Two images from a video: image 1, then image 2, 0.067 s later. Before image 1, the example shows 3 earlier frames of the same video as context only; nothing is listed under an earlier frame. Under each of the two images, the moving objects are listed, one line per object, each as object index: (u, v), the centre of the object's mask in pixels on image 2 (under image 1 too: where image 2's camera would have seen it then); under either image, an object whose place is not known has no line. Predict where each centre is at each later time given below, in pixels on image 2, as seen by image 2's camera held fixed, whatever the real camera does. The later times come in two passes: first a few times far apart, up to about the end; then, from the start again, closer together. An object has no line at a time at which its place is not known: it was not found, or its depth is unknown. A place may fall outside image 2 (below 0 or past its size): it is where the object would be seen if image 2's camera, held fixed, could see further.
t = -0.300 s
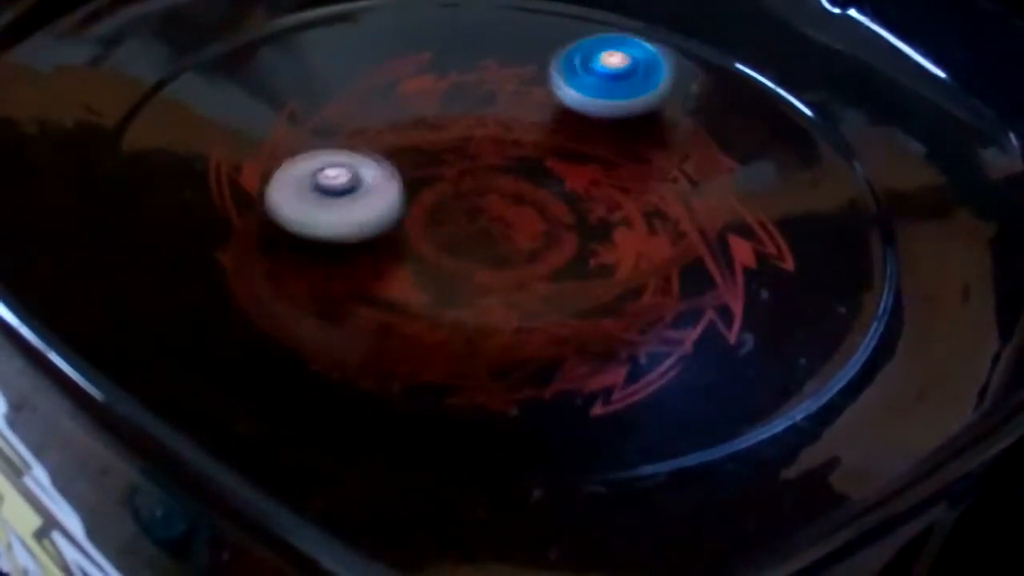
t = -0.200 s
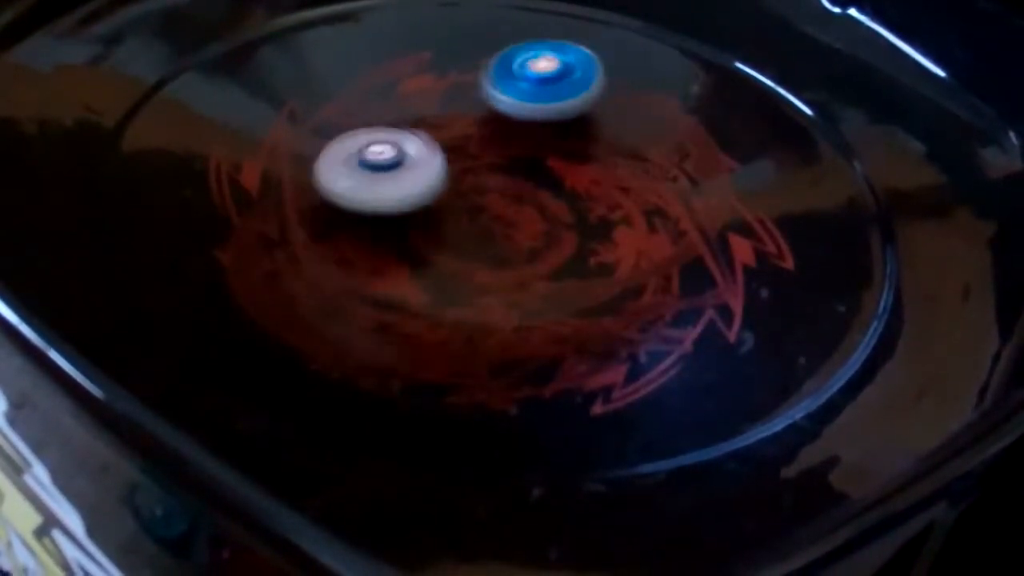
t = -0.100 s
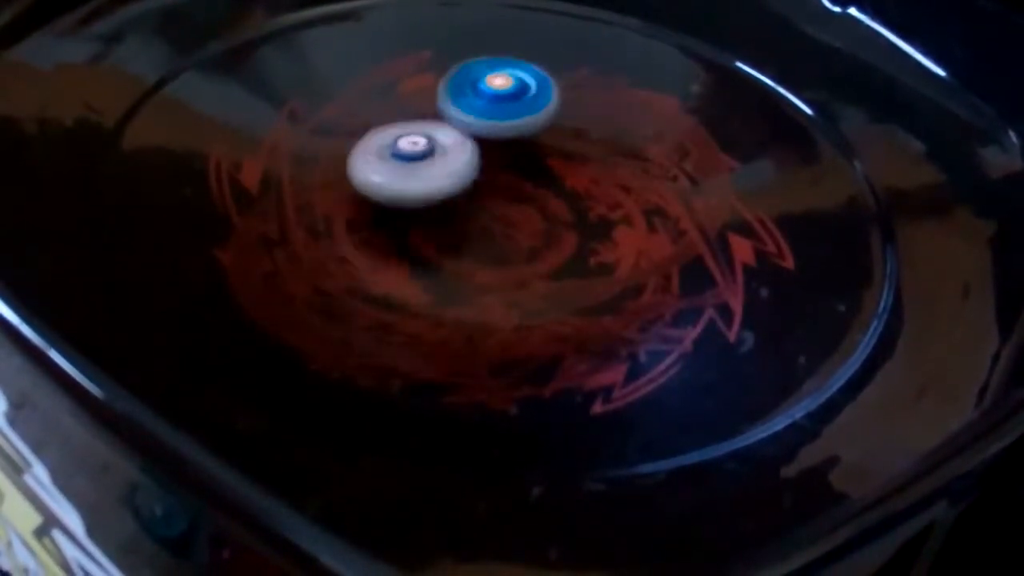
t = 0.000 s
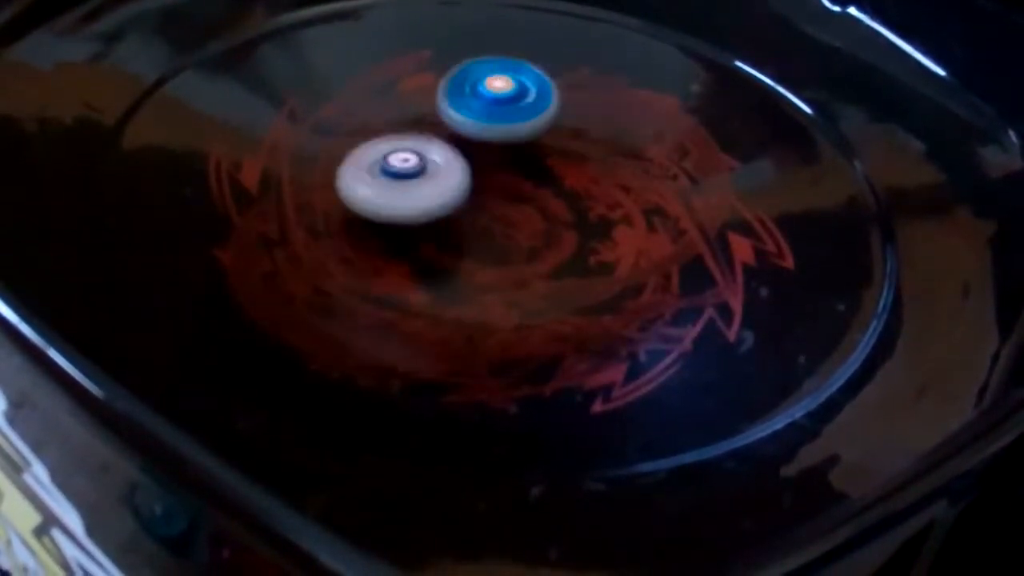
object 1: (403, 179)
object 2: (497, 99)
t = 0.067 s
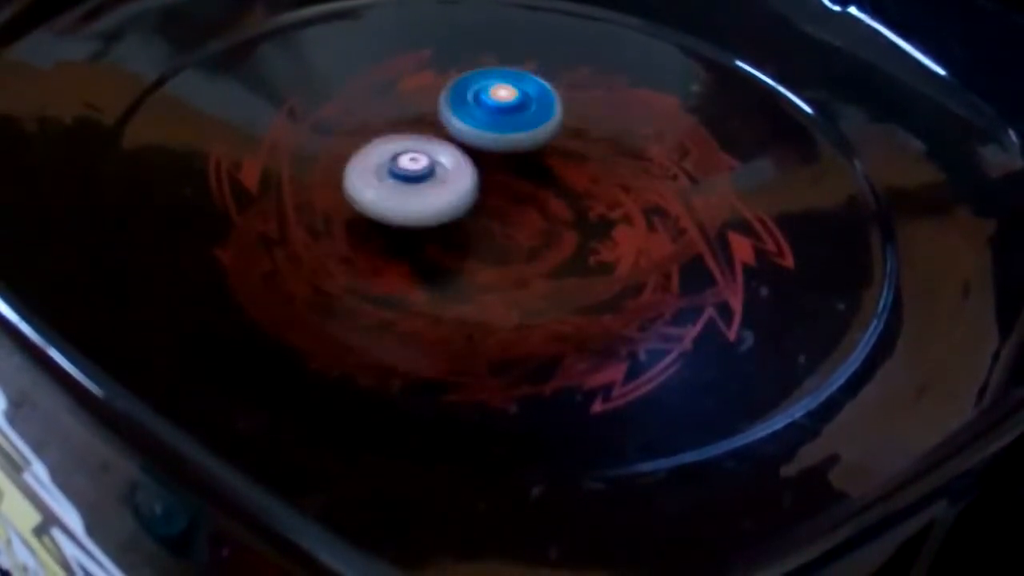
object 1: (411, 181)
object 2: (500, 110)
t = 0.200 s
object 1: (429, 189)
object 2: (542, 125)
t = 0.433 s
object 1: (449, 215)
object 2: (605, 125)
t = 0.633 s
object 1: (444, 242)
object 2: (589, 136)
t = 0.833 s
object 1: (423, 254)
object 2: (606, 178)
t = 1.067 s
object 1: (387, 262)
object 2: (649, 226)
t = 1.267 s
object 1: (372, 227)
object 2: (652, 219)
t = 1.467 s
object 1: (397, 205)
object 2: (595, 235)
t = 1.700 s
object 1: (451, 203)
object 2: (546, 284)
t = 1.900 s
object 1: (464, 202)
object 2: (577, 300)
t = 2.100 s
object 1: (453, 170)
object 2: (608, 259)
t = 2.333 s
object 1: (454, 136)
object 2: (483, 234)
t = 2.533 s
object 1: (487, 121)
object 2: (370, 237)
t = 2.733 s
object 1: (529, 127)
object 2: (385, 276)
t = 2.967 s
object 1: (549, 164)
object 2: (422, 220)
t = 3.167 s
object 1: (524, 198)
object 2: (378, 166)
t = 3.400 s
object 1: (454, 221)
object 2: (316, 166)
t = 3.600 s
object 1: (599, 299)
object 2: (261, 170)
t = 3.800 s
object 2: (361, 193)
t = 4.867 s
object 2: (611, 83)
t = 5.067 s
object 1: (436, 327)
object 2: (539, 72)
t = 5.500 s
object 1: (472, 303)
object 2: (420, 93)
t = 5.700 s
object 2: (372, 51)
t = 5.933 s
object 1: (491, 276)
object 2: (380, 65)
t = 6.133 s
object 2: (429, 120)
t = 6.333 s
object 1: (476, 245)
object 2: (448, 149)
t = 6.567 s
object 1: (439, 286)
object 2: (436, 183)
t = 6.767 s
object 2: (445, 182)
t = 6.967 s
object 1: (431, 286)
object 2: (444, 171)
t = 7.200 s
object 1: (492, 272)
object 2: (431, 162)
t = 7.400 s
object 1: (533, 249)
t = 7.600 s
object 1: (550, 219)
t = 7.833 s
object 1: (544, 181)
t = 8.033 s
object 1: (522, 152)
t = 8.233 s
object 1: (489, 129)
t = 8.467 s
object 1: (444, 107)
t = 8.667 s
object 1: (437, 98)
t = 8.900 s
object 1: (433, 126)
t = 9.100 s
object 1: (407, 143)
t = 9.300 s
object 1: (375, 160)
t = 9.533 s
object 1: (341, 189)
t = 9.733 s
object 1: (323, 198)
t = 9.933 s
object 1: (354, 201)
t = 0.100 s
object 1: (418, 180)
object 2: (506, 115)
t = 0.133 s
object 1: (426, 181)
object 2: (514, 120)
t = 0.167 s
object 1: (427, 185)
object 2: (528, 123)
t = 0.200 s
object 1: (429, 189)
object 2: (542, 125)
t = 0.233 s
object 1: (431, 192)
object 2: (558, 127)
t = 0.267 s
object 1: (434, 197)
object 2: (572, 128)
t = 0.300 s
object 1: (437, 200)
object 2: (586, 129)
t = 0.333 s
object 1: (440, 203)
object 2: (597, 129)
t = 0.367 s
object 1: (443, 208)
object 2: (604, 129)
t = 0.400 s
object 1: (446, 212)
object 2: (607, 127)
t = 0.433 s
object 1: (449, 215)
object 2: (605, 125)
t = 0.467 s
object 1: (452, 220)
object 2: (602, 124)
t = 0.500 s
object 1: (453, 225)
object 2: (599, 124)
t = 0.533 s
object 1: (454, 229)
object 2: (596, 125)
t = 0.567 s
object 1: (452, 234)
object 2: (592, 128)
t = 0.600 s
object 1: (448, 239)
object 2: (589, 132)
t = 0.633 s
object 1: (444, 242)
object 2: (589, 136)
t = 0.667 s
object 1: (441, 244)
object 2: (590, 143)
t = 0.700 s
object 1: (438, 246)
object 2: (592, 150)
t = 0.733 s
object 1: (436, 248)
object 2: (596, 157)
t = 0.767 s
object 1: (432, 249)
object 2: (599, 164)
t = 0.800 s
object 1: (427, 250)
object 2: (602, 170)
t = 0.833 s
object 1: (423, 254)
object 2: (606, 178)
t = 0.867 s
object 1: (419, 257)
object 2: (610, 185)
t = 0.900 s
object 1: (415, 259)
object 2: (616, 192)
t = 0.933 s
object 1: (411, 262)
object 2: (621, 200)
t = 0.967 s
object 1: (407, 265)
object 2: (627, 207)
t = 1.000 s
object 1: (401, 266)
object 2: (634, 215)
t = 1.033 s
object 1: (395, 266)
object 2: (641, 222)
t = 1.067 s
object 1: (387, 262)
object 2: (649, 226)
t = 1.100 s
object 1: (380, 256)
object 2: (654, 228)
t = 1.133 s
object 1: (374, 249)
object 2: (659, 227)
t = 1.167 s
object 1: (370, 243)
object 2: (660, 225)
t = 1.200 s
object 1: (369, 237)
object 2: (658, 223)
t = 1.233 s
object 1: (370, 231)
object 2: (656, 221)
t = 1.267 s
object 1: (372, 227)
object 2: (652, 219)
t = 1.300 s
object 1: (374, 222)
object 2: (645, 218)
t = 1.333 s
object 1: (377, 218)
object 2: (636, 218)
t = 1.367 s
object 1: (382, 214)
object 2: (627, 221)
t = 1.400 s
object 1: (387, 211)
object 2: (616, 224)
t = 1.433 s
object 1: (392, 208)
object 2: (605, 229)
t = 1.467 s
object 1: (397, 205)
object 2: (595, 235)
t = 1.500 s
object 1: (404, 203)
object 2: (585, 242)
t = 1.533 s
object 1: (411, 201)
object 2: (575, 249)
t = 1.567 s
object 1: (418, 199)
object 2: (567, 257)
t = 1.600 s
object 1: (426, 199)
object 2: (559, 264)
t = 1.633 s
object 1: (435, 199)
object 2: (553, 270)
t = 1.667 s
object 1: (444, 201)
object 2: (548, 278)
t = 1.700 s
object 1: (451, 203)
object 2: (546, 284)
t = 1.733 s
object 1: (457, 205)
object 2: (546, 289)
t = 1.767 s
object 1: (463, 208)
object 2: (549, 291)
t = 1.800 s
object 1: (466, 210)
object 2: (553, 291)
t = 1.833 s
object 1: (469, 211)
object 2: (556, 290)
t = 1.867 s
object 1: (470, 211)
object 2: (562, 292)
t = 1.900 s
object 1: (464, 202)
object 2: (577, 300)
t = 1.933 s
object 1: (459, 195)
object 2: (590, 301)
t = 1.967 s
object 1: (457, 189)
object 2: (604, 297)
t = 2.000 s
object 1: (454, 184)
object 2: (616, 289)
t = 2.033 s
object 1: (453, 179)
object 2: (621, 279)
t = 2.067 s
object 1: (453, 175)
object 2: (618, 268)
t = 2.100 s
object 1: (453, 170)
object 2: (608, 259)
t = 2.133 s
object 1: (452, 165)
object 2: (593, 252)
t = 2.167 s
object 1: (451, 160)
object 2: (576, 247)
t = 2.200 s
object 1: (450, 155)
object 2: (557, 244)
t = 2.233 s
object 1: (450, 150)
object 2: (538, 241)
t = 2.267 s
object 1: (451, 145)
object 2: (519, 238)
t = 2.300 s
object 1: (452, 140)
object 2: (501, 236)
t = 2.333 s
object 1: (454, 136)
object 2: (483, 234)
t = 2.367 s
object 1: (457, 132)
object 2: (464, 233)
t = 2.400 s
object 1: (462, 129)
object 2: (446, 233)
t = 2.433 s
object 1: (467, 126)
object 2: (428, 233)
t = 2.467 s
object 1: (473, 123)
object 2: (408, 234)
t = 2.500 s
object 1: (480, 122)
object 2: (389, 236)
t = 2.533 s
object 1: (487, 121)
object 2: (370, 237)
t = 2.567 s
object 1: (494, 120)
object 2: (356, 241)
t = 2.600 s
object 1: (501, 120)
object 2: (348, 246)
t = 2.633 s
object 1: (507, 121)
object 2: (347, 254)
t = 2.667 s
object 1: (515, 122)
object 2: (353, 263)
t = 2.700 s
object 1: (522, 125)
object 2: (368, 271)
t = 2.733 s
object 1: (529, 127)
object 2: (385, 276)
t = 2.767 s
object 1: (535, 131)
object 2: (405, 276)
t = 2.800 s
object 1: (540, 136)
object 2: (421, 271)
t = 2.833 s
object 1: (544, 142)
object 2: (429, 263)
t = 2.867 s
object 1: (547, 146)
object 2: (430, 253)
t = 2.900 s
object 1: (549, 152)
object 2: (429, 242)
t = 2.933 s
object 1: (550, 158)
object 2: (426, 231)
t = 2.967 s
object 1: (549, 164)
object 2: (422, 220)
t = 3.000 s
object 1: (548, 169)
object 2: (417, 210)
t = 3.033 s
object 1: (546, 176)
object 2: (412, 200)
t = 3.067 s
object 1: (542, 182)
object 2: (405, 191)
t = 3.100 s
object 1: (537, 188)
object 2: (397, 182)
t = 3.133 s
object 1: (530, 193)
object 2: (388, 173)
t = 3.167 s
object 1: (524, 198)
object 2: (378, 166)
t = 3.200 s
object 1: (515, 203)
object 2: (368, 158)
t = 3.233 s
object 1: (507, 207)
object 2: (356, 151)
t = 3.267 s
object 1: (497, 211)
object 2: (343, 147)
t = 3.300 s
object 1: (486, 214)
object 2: (332, 146)
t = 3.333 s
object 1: (476, 216)
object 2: (323, 149)
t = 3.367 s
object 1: (466, 219)
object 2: (318, 156)
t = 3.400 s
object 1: (454, 221)
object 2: (316, 166)
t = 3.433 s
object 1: (454, 227)
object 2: (315, 172)
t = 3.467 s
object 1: (494, 246)
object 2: (283, 161)
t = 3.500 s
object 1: (528, 262)
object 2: (266, 155)
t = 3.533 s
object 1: (557, 278)
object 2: (259, 155)
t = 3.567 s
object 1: (581, 290)
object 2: (257, 160)
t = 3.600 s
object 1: (599, 299)
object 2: (261, 170)
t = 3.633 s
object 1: (608, 304)
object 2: (271, 180)
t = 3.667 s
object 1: (608, 308)
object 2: (288, 190)
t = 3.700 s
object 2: (309, 196)
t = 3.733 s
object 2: (329, 199)
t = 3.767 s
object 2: (346, 197)
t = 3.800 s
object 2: (361, 193)
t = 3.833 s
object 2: (378, 188)
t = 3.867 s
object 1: (525, 298)
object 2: (394, 183)
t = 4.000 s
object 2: (459, 169)
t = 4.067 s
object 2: (478, 151)
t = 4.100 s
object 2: (485, 141)
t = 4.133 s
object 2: (494, 135)
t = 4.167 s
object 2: (506, 131)
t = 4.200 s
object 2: (521, 128)
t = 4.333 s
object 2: (577, 118)
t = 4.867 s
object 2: (611, 83)
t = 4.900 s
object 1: (499, 337)
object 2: (605, 76)
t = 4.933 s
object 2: (595, 71)
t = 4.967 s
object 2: (581, 67)
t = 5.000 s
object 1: (461, 339)
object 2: (568, 65)
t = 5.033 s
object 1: (448, 334)
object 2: (552, 68)
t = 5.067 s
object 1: (436, 327)
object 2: (539, 72)
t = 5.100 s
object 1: (425, 318)
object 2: (524, 79)
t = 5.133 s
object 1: (416, 307)
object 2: (515, 85)
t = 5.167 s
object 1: (408, 295)
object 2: (506, 93)
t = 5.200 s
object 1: (403, 282)
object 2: (500, 100)
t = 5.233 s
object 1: (403, 271)
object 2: (494, 108)
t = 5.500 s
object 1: (472, 303)
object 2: (420, 93)
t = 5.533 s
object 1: (487, 324)
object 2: (410, 78)
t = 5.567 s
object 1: (500, 340)
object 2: (402, 72)
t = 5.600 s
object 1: (508, 347)
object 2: (393, 67)
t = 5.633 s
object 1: (509, 349)
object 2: (384, 62)
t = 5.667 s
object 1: (509, 348)
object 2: (377, 55)
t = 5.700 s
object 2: (372, 51)
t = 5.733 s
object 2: (368, 46)
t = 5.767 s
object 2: (366, 43)
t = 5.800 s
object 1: (493, 323)
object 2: (365, 42)
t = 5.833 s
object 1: (490, 311)
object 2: (365, 42)
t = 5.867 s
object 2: (368, 46)
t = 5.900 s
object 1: (489, 286)
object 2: (373, 55)
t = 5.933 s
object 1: (491, 276)
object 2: (380, 65)
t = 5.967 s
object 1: (493, 268)
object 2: (387, 75)
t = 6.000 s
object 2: (396, 87)
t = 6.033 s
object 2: (404, 98)
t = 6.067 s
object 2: (411, 105)
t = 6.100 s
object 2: (422, 112)
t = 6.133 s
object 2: (429, 120)
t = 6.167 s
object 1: (488, 232)
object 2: (437, 127)
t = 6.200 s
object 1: (484, 226)
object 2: (443, 135)
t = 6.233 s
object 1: (484, 234)
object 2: (444, 135)
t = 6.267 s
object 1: (483, 239)
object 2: (446, 138)
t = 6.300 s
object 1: (480, 242)
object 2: (448, 143)
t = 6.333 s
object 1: (476, 245)
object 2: (448, 149)
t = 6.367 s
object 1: (473, 255)
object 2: (446, 152)
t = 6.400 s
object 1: (470, 263)
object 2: (444, 155)
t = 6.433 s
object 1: (464, 267)
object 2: (439, 161)
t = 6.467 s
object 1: (456, 271)
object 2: (438, 165)
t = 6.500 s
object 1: (449, 277)
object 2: (437, 171)
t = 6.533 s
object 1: (444, 282)
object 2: (436, 177)
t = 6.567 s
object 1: (439, 286)
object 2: (436, 183)
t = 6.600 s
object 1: (434, 290)
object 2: (438, 190)
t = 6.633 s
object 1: (427, 298)
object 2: (440, 193)
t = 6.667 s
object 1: (423, 306)
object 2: (442, 190)
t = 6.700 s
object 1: (419, 309)
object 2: (443, 187)
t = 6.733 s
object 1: (416, 310)
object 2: (445, 185)
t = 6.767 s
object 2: (445, 182)
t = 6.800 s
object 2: (446, 181)
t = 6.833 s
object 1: (413, 303)
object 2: (445, 179)
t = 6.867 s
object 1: (415, 298)
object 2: (445, 176)
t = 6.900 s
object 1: (418, 294)
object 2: (445, 175)
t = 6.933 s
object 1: (423, 290)
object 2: (444, 173)
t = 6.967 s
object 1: (431, 286)
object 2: (444, 171)
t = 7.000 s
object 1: (440, 284)
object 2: (442, 170)
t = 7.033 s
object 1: (450, 283)
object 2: (441, 168)
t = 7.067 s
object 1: (459, 280)
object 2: (440, 167)
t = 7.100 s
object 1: (468, 279)
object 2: (437, 165)
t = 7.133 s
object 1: (477, 277)
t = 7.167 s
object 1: (485, 274)
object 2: (433, 164)
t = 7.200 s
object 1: (492, 272)
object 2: (431, 162)
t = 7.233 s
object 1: (501, 269)
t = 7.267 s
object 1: (508, 266)
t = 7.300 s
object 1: (515, 263)
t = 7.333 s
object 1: (522, 258)
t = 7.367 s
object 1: (527, 254)
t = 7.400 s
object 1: (533, 249)
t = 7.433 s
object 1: (537, 244)
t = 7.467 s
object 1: (540, 240)
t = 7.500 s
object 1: (544, 235)
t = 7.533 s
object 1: (546, 229)
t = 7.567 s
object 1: (548, 224)
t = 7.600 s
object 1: (550, 219)
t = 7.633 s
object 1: (550, 213)
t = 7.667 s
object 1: (551, 208)
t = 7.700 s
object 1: (551, 202)
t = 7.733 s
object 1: (549, 197)
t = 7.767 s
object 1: (549, 192)
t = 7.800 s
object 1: (546, 186)
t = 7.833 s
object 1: (544, 181)
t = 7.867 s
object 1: (542, 176)
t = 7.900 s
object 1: (538, 171)
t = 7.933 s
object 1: (536, 166)
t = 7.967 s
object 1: (531, 161)
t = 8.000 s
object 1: (526, 157)
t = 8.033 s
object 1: (522, 152)
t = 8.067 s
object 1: (516, 148)
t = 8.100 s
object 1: (511, 144)
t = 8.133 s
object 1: (506, 140)
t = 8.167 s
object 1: (500, 136)
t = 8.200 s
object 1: (494, 133)
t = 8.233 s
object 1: (489, 129)
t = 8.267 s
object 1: (482, 125)
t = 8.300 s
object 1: (476, 122)
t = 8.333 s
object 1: (470, 118)
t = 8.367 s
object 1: (462, 116)
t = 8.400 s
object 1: (457, 113)
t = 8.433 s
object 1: (451, 109)
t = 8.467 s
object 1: (444, 107)
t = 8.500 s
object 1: (439, 104)
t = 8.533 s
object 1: (434, 101)
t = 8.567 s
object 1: (432, 100)
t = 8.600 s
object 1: (432, 98)
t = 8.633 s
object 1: (433, 97)
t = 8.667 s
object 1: (437, 98)
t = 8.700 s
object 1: (441, 101)
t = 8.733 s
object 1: (442, 105)
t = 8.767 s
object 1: (443, 110)
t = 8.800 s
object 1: (442, 114)
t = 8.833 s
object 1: (438, 119)
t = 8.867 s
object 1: (436, 123)
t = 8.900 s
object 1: (433, 126)
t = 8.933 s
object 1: (429, 131)
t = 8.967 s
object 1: (426, 135)
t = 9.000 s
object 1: (423, 138)
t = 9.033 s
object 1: (418, 142)
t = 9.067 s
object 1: (413, 144)
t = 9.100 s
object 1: (407, 143)
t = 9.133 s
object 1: (400, 143)
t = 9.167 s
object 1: (395, 146)
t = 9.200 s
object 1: (391, 149)
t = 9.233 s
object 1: (386, 153)
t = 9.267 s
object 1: (381, 156)
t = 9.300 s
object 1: (375, 160)
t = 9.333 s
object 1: (370, 165)
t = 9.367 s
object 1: (366, 168)
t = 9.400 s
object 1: (360, 172)
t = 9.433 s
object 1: (355, 177)
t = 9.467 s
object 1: (352, 181)
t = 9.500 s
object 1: (345, 184)
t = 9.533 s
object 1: (341, 189)
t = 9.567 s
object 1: (337, 192)
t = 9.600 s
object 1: (331, 194)
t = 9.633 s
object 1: (327, 197)
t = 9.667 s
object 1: (325, 198)
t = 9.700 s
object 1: (322, 198)
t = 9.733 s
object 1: (323, 198)
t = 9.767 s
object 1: (325, 197)
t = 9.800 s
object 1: (328, 197)
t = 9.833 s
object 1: (333, 198)
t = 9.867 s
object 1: (341, 198)
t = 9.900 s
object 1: (347, 199)
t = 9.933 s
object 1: (354, 201)
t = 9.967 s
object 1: (361, 203)
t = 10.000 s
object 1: (367, 205)
